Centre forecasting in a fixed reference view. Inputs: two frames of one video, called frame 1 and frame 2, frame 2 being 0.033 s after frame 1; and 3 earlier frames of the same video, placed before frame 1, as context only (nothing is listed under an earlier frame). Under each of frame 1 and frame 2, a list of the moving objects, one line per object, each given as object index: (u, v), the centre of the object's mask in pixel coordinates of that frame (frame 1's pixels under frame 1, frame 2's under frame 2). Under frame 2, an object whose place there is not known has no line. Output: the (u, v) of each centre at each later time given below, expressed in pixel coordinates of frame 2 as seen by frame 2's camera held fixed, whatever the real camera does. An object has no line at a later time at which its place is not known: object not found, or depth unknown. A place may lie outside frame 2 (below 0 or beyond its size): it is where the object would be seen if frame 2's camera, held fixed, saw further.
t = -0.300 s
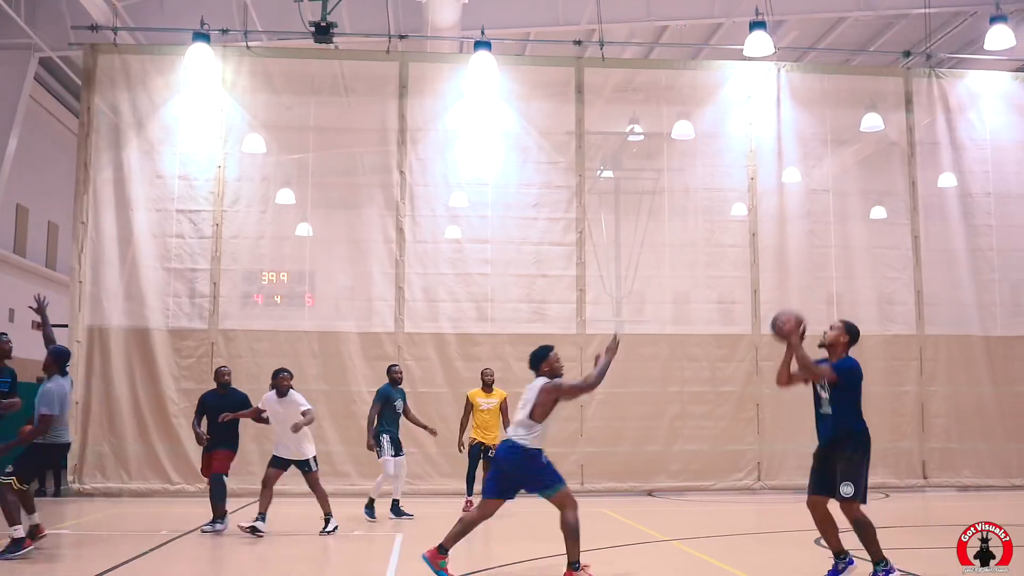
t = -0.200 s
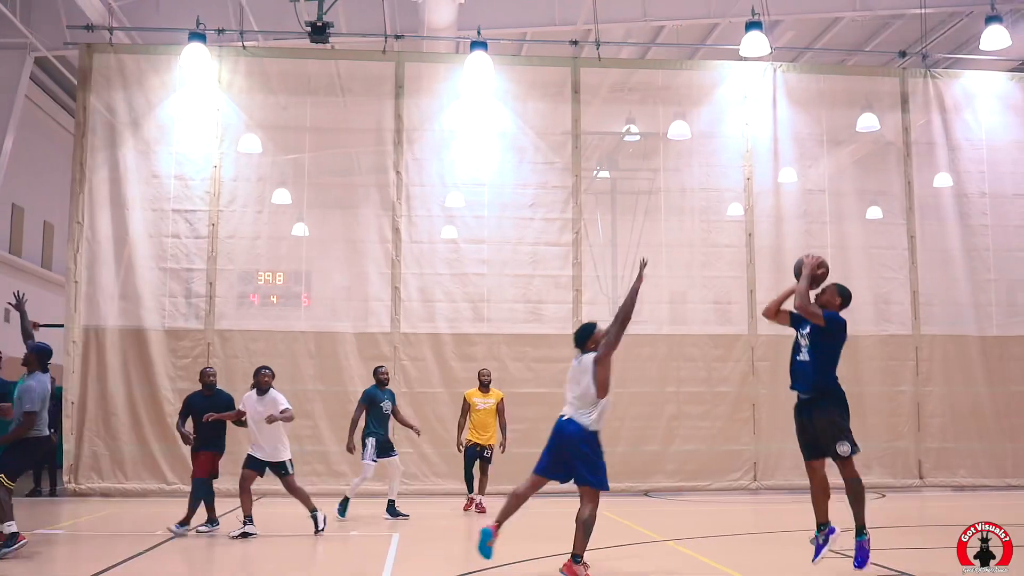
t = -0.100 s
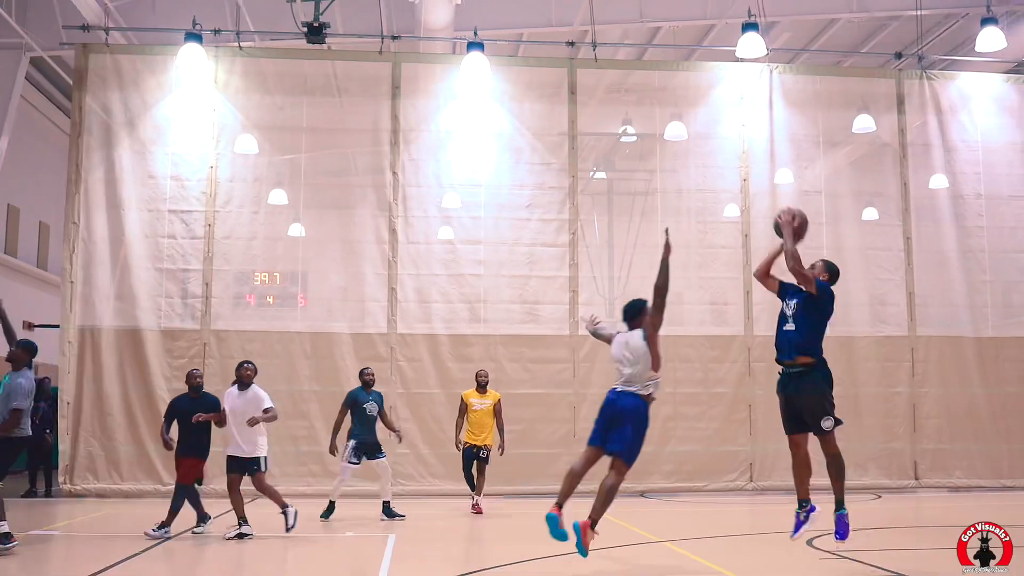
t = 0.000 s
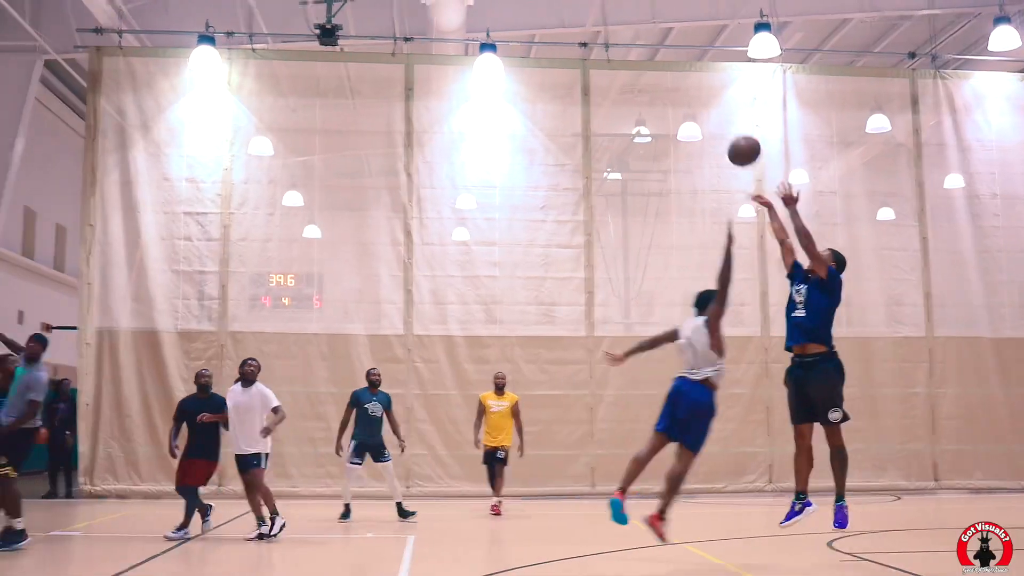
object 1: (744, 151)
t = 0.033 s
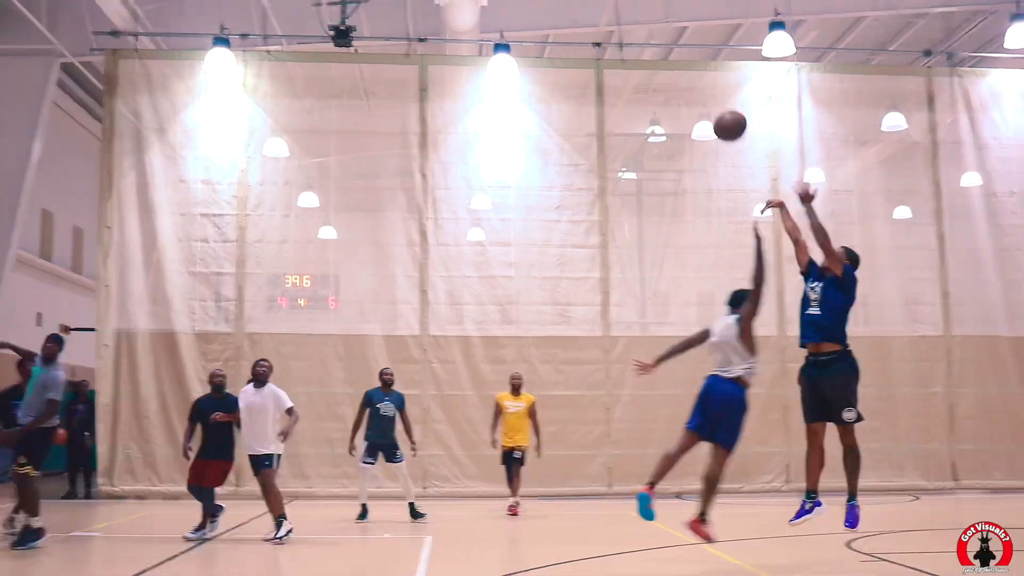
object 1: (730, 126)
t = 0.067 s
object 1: (699, 103)
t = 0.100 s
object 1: (671, 84)
